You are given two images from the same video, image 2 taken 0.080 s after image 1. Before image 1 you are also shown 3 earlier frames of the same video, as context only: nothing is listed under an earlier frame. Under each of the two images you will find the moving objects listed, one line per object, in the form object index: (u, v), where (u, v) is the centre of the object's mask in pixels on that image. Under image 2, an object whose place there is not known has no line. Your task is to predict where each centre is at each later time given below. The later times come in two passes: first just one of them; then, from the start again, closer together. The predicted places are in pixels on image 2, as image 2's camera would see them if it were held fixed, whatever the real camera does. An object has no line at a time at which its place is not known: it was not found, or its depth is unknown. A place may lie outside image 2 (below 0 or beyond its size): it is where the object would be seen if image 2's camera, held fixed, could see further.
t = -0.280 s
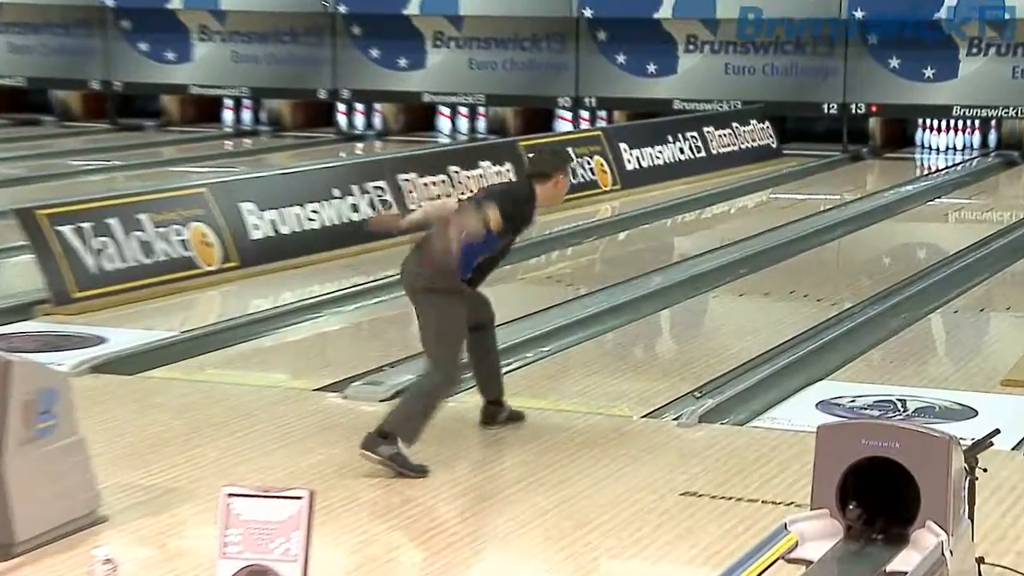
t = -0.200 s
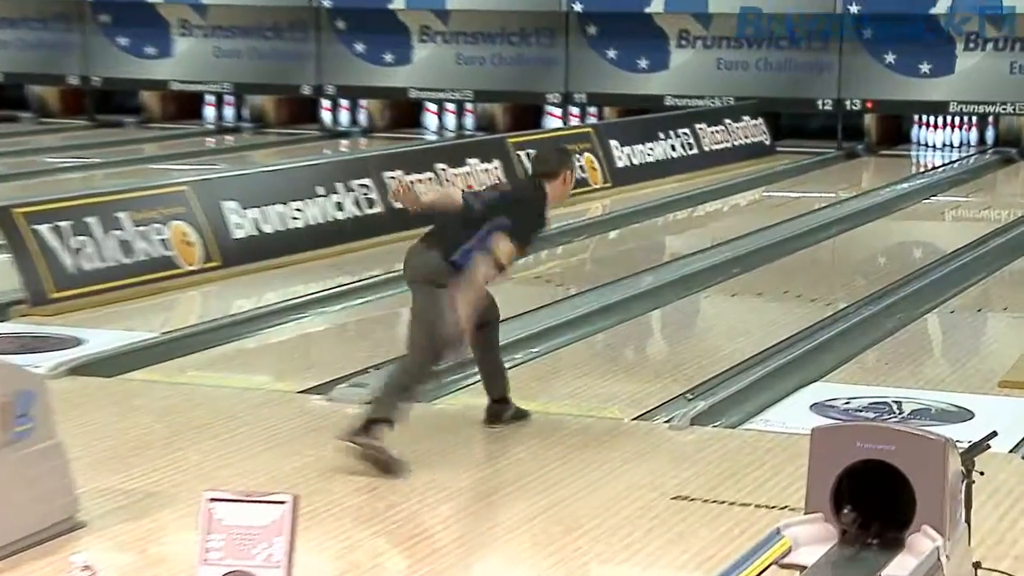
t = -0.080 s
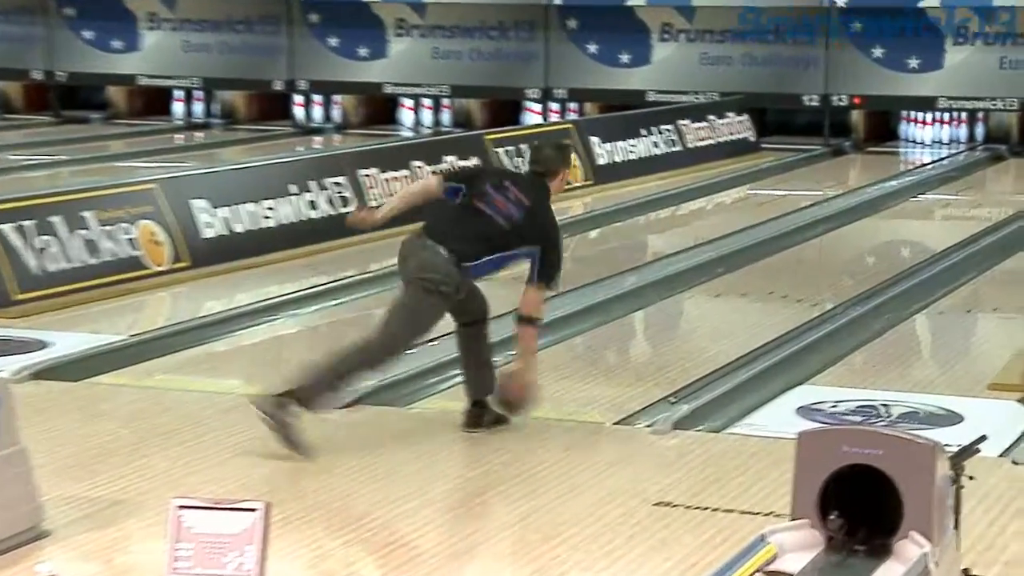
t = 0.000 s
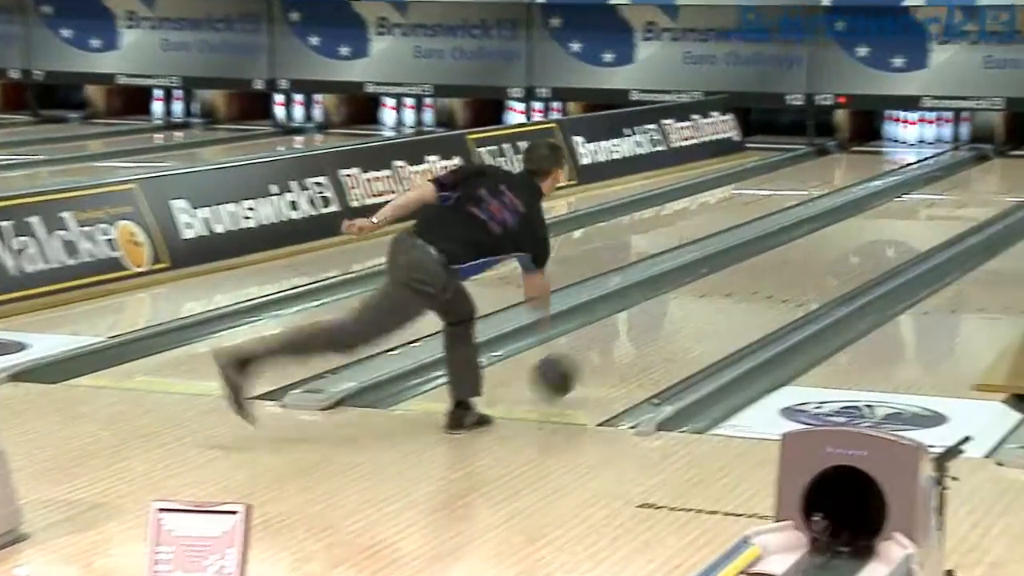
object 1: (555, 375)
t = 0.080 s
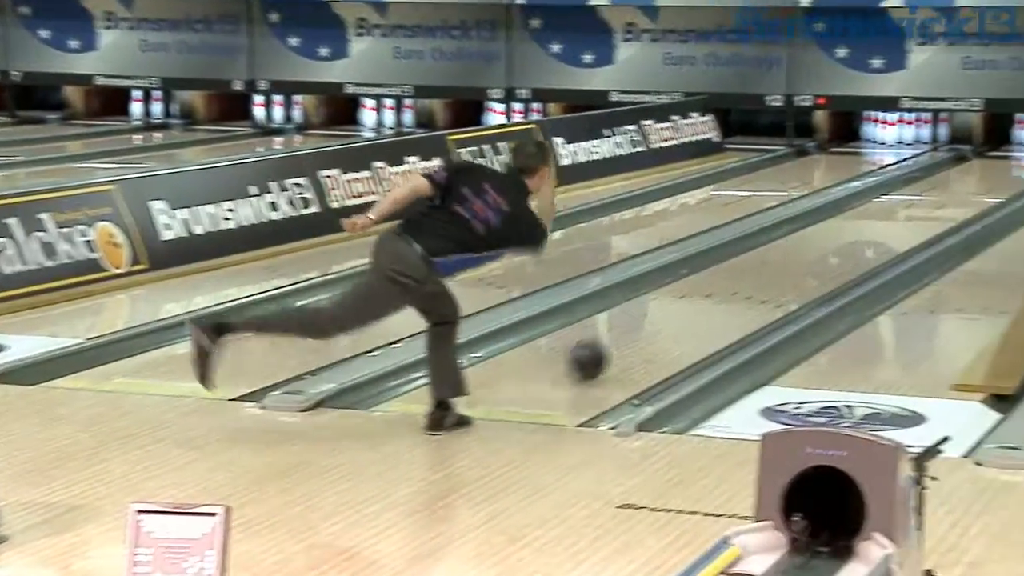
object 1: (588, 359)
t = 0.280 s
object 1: (690, 316)
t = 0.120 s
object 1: (612, 350)
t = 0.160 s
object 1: (631, 342)
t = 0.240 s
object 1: (672, 324)
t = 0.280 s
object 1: (690, 316)
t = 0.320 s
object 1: (707, 308)
